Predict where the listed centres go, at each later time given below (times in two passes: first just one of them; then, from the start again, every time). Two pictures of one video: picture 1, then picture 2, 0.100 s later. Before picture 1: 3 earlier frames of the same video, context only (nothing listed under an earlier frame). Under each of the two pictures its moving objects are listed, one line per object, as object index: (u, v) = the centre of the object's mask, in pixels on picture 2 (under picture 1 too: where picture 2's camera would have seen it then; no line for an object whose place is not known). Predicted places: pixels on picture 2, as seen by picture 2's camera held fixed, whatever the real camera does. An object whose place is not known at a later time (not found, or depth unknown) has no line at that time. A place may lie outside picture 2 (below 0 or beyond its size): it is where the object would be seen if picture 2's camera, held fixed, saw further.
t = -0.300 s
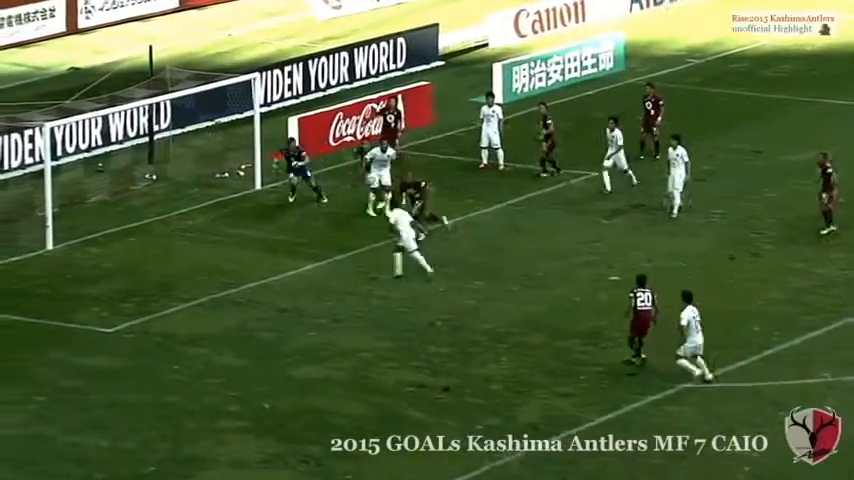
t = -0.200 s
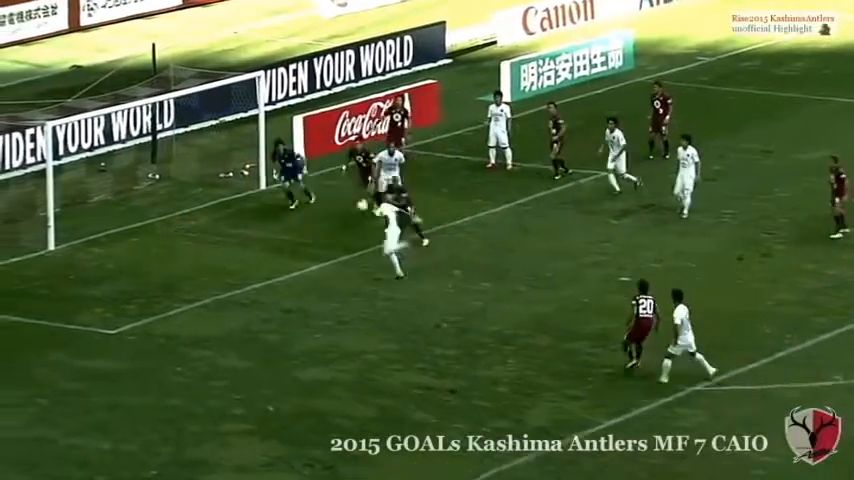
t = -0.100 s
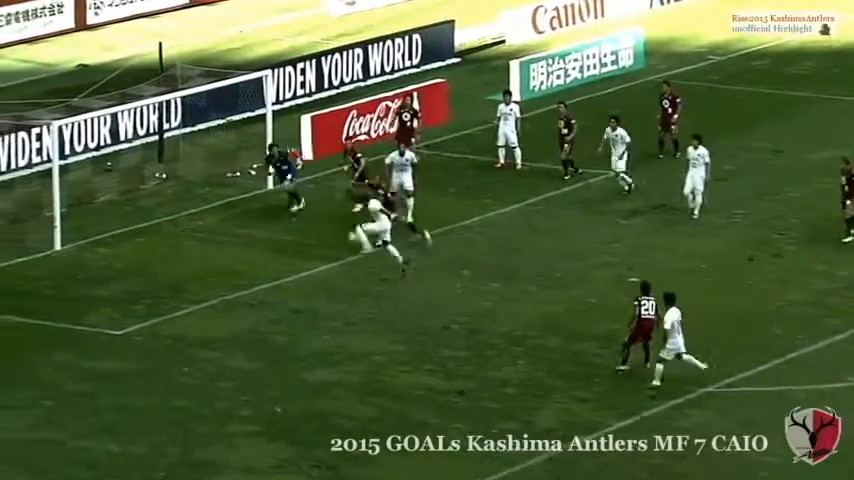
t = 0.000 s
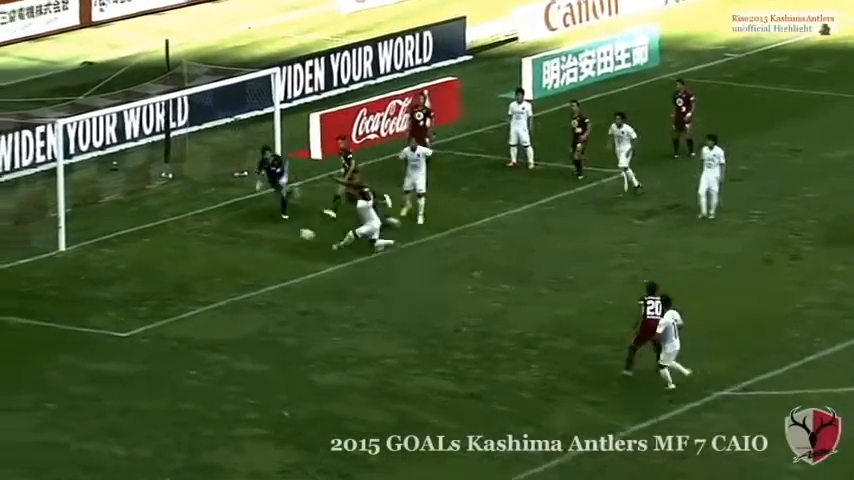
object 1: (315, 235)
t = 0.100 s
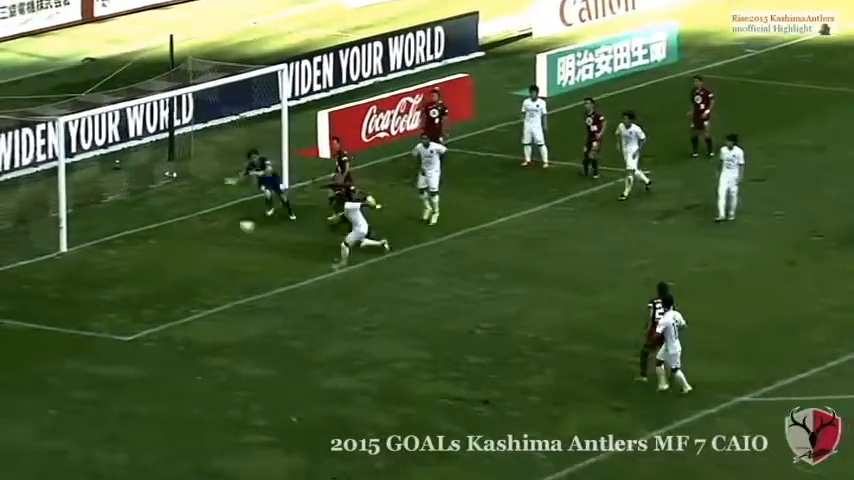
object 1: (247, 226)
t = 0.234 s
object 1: (165, 222)
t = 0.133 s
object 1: (225, 224)
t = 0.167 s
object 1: (204, 225)
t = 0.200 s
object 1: (183, 225)
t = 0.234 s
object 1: (165, 222)
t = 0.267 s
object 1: (150, 211)
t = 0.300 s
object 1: (134, 201)
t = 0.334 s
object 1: (119, 193)
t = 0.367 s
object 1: (103, 185)
